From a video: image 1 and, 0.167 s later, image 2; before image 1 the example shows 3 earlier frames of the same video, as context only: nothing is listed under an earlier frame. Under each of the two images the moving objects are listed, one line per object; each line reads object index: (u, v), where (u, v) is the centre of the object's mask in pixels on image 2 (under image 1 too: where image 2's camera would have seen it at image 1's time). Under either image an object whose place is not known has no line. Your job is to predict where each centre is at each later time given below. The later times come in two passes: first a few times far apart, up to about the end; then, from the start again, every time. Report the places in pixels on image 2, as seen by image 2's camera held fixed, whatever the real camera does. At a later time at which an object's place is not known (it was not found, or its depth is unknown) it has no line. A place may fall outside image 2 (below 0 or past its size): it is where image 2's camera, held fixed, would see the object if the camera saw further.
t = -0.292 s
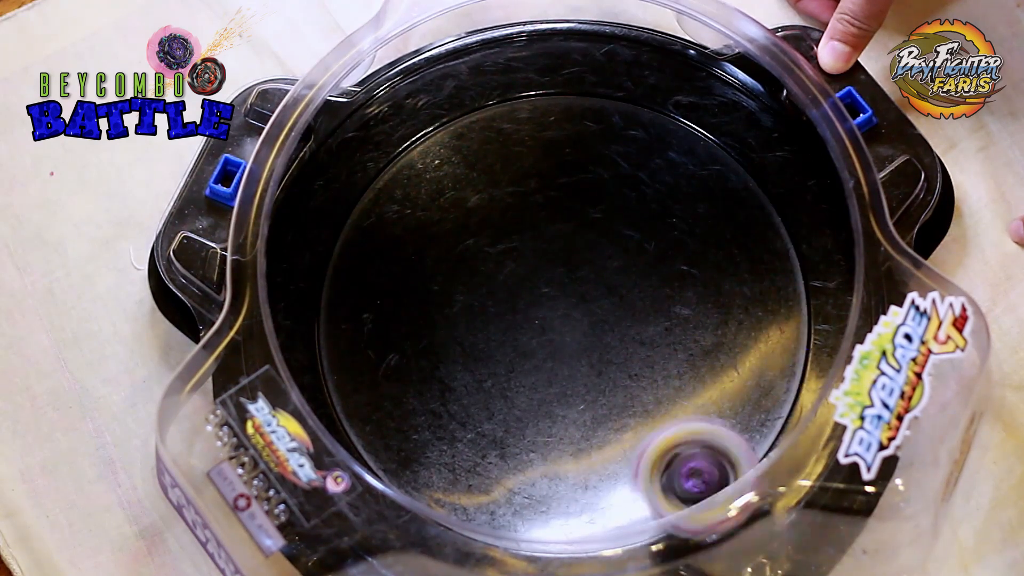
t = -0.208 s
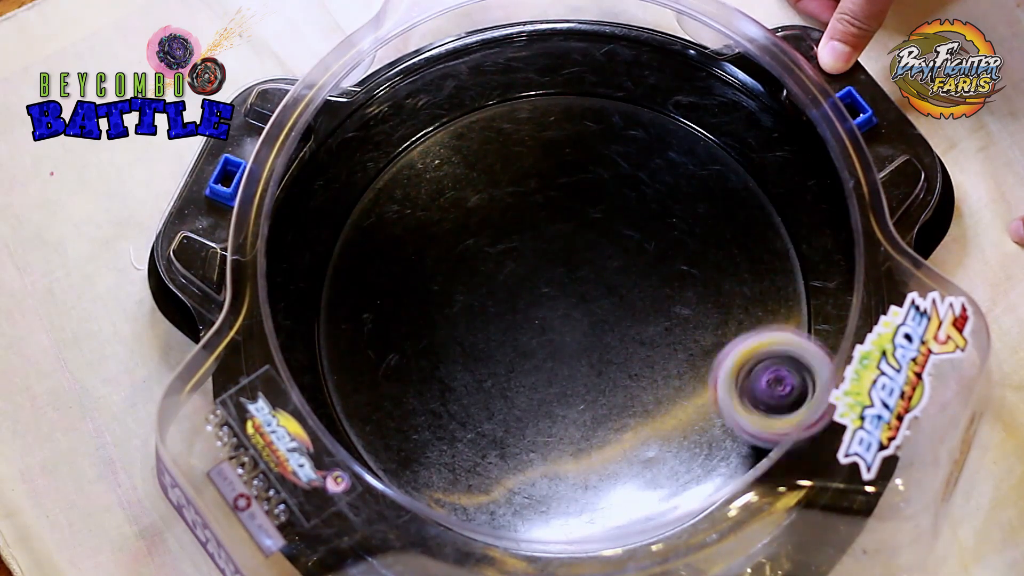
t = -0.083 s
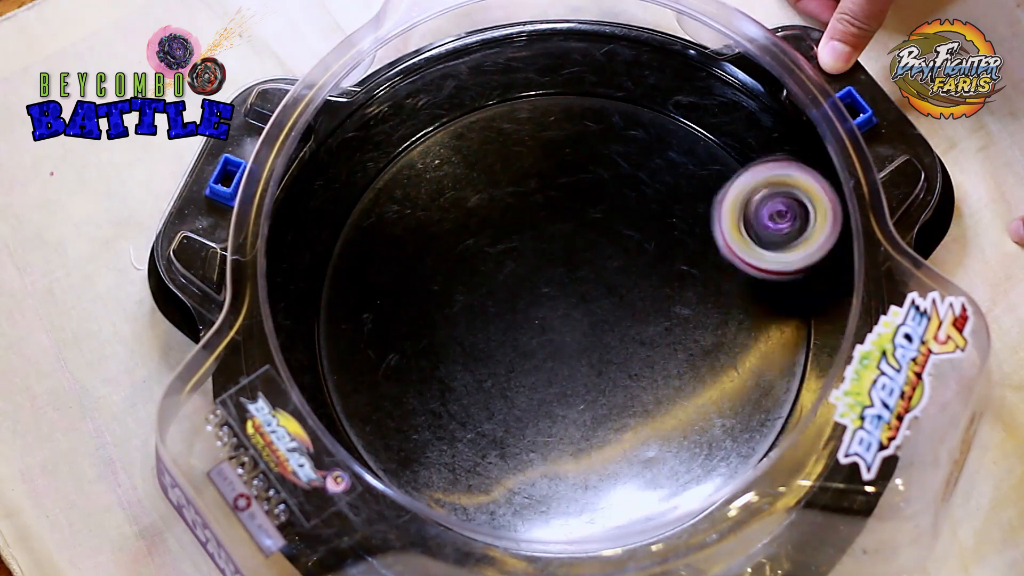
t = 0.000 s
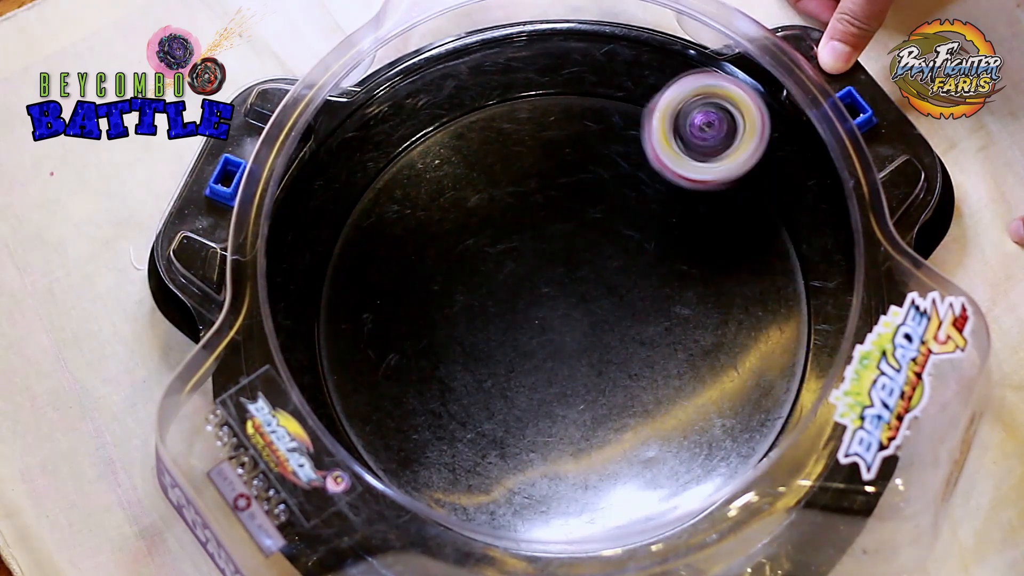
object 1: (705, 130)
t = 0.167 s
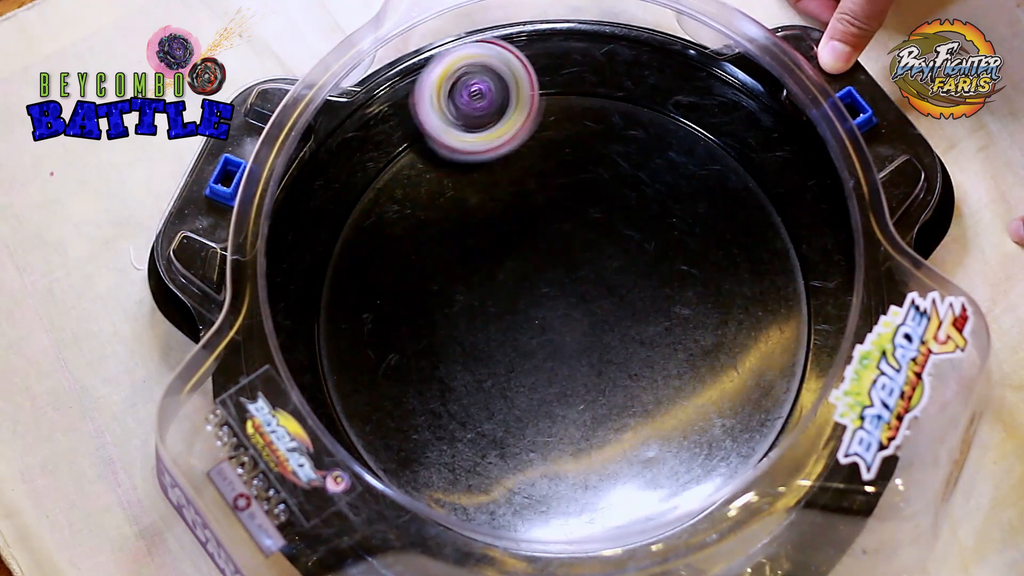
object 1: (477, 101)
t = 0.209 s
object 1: (423, 129)
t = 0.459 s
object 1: (384, 439)
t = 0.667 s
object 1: (662, 496)
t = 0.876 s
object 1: (791, 265)
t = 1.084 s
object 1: (600, 87)
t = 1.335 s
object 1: (335, 260)
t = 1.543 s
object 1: (444, 489)
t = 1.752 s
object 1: (717, 458)
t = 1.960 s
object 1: (775, 215)
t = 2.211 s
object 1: (506, 99)
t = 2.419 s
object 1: (337, 286)
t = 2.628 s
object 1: (458, 488)
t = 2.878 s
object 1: (738, 407)
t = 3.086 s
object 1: (729, 183)
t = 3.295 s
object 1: (504, 125)
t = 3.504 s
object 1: (361, 297)
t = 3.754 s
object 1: (526, 483)
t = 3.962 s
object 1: (720, 408)
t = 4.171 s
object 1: (716, 204)
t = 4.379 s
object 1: (521, 137)
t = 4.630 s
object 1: (379, 321)
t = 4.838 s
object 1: (509, 470)
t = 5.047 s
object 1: (698, 417)
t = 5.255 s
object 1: (731, 244)
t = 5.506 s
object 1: (550, 144)
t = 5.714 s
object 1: (401, 251)
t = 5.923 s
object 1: (445, 426)
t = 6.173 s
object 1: (669, 434)
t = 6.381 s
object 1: (735, 274)
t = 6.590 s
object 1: (617, 153)
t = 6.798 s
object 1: (443, 200)
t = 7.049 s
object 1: (429, 404)
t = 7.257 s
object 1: (603, 459)
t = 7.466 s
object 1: (727, 338)
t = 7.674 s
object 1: (539, 155)
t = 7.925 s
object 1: (533, 458)
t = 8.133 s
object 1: (712, 231)
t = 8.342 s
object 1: (420, 239)
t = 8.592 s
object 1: (677, 417)
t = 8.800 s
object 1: (594, 157)
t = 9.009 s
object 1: (423, 384)
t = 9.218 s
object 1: (716, 352)
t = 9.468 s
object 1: (453, 203)
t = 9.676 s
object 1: (561, 456)
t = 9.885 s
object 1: (688, 215)
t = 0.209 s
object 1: (423, 129)
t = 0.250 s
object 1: (377, 171)
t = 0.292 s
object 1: (346, 222)
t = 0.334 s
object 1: (332, 279)
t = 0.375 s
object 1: (334, 337)
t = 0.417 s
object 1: (353, 391)
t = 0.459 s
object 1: (384, 439)
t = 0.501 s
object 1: (427, 479)
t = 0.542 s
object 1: (481, 506)
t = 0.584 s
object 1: (540, 517)
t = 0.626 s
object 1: (604, 515)
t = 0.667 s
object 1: (662, 496)
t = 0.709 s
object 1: (715, 465)
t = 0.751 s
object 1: (754, 424)
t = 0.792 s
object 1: (778, 371)
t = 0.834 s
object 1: (792, 318)
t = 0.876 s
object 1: (791, 265)
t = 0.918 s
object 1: (774, 212)
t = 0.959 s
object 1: (746, 167)
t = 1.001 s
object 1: (705, 130)
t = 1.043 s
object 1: (655, 101)
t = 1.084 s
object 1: (600, 87)
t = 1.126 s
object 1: (542, 86)
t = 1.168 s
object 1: (485, 98)
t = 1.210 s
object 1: (431, 123)
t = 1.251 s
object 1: (387, 161)
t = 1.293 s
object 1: (353, 208)
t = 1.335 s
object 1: (335, 260)
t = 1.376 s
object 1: (331, 314)
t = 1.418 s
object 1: (342, 366)
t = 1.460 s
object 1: (365, 415)
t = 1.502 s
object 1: (402, 458)
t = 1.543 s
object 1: (444, 489)
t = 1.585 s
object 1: (495, 509)
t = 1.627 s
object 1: (553, 514)
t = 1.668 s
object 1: (609, 508)
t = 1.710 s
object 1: (666, 488)
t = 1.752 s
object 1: (717, 458)
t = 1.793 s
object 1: (752, 417)
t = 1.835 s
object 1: (775, 368)
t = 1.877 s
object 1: (789, 316)
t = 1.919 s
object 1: (788, 265)
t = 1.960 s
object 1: (775, 215)
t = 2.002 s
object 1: (747, 170)
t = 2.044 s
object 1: (711, 134)
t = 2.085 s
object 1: (665, 107)
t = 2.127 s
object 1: (616, 92)
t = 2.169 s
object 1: (562, 90)
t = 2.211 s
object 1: (506, 99)
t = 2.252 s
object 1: (453, 119)
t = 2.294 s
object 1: (408, 151)
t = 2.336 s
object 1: (370, 191)
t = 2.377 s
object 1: (347, 237)
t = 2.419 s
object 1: (337, 286)
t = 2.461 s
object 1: (339, 335)
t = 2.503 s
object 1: (353, 383)
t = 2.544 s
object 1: (381, 424)
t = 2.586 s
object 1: (414, 461)
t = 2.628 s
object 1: (458, 488)
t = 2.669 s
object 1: (509, 501)
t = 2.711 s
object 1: (560, 507)
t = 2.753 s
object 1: (613, 499)
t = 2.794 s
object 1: (660, 479)
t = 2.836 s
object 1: (706, 448)
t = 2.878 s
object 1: (738, 407)
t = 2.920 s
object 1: (763, 365)
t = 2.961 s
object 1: (773, 316)
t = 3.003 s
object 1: (770, 269)
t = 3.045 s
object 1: (755, 222)
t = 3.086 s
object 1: (729, 183)
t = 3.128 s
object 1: (695, 149)
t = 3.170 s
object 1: (652, 128)
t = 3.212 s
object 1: (606, 115)
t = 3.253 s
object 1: (554, 115)
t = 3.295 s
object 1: (504, 125)
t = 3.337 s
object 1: (456, 146)
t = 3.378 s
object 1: (416, 177)
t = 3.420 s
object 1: (388, 212)
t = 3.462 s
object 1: (367, 254)
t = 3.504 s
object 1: (361, 297)
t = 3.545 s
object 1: (363, 341)
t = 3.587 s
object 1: (379, 384)
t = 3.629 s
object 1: (406, 420)
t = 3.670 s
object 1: (441, 451)
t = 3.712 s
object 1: (482, 471)
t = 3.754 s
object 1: (526, 483)
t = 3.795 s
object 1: (574, 484)
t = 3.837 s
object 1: (616, 477)
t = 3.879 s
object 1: (658, 461)
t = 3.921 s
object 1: (690, 439)
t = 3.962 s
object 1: (720, 408)
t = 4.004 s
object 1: (736, 372)
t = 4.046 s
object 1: (747, 330)
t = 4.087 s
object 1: (747, 287)
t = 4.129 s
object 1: (737, 242)
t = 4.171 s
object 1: (716, 204)
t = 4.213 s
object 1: (689, 173)
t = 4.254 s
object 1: (655, 152)
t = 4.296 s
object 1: (614, 137)
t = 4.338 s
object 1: (569, 133)
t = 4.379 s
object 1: (521, 137)
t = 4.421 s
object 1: (478, 154)
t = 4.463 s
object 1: (441, 176)
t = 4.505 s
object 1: (412, 207)
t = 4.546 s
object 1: (392, 241)
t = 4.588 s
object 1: (380, 281)
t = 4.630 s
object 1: (379, 321)
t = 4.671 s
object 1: (387, 362)
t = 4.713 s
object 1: (407, 399)
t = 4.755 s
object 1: (435, 431)
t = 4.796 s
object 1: (470, 454)
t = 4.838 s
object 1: (509, 470)
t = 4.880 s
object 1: (551, 475)
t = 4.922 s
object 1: (593, 473)
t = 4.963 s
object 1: (634, 461)
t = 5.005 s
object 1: (670, 444)
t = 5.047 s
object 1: (698, 417)
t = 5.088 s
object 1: (723, 387)
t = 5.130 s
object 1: (737, 352)
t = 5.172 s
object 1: (743, 315)
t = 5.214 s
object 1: (740, 280)
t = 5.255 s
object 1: (731, 244)
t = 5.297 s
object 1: (715, 213)
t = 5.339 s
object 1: (690, 186)
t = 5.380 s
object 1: (661, 164)
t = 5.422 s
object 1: (626, 150)
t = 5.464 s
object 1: (588, 141)
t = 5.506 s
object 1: (550, 144)
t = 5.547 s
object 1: (512, 150)
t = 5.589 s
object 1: (478, 167)
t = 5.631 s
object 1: (445, 188)
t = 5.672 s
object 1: (421, 217)
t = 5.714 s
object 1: (401, 251)
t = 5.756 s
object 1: (392, 288)
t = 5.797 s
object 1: (390, 327)
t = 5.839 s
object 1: (400, 363)
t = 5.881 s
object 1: (418, 399)
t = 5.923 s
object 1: (445, 426)
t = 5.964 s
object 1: (478, 450)
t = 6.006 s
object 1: (516, 463)
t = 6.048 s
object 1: (558, 467)
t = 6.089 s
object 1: (596, 464)
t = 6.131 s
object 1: (634, 451)
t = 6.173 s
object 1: (669, 434)
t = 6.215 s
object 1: (696, 408)
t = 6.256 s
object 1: (718, 377)
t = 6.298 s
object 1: (730, 345)
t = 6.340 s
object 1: (735, 310)
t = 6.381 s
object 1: (735, 274)
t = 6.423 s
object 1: (723, 241)
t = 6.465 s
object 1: (705, 211)
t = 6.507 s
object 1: (682, 186)
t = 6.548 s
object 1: (651, 166)
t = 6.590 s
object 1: (617, 153)
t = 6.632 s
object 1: (582, 148)
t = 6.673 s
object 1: (543, 150)
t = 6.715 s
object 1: (508, 158)
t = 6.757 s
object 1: (473, 177)
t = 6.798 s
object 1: (443, 200)
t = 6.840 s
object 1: (422, 229)
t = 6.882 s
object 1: (404, 263)
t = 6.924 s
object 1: (397, 298)
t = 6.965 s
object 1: (397, 337)
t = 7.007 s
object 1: (408, 372)
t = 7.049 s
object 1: (429, 404)
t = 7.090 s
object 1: (455, 431)
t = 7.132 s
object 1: (488, 449)
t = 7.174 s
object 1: (526, 463)
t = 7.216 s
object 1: (564, 465)
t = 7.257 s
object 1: (603, 459)
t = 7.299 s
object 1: (641, 449)
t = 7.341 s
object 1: (671, 427)
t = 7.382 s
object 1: (697, 400)
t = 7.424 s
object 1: (717, 372)
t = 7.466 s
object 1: (727, 338)
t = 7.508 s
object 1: (730, 304)
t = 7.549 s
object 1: (715, 238)
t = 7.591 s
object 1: (672, 184)
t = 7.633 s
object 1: (609, 156)
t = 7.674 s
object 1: (539, 155)
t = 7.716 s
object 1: (470, 180)
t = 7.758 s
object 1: (421, 233)
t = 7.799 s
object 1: (400, 302)
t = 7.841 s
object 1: (412, 372)
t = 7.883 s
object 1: (461, 430)
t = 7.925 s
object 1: (533, 458)
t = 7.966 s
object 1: (608, 455)
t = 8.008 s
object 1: (676, 421)
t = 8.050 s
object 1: (716, 364)
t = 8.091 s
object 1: (731, 298)
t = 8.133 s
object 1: (712, 231)
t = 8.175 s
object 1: (668, 182)
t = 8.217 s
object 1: (604, 155)
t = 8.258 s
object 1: (535, 157)
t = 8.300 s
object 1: (468, 184)
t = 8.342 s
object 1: (420, 239)
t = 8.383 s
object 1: (401, 307)
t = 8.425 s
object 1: (418, 380)
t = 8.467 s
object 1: (468, 432)
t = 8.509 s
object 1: (537, 460)
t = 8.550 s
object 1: (614, 453)
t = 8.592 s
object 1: (677, 417)
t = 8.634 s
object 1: (716, 359)
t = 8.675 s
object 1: (727, 293)
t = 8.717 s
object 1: (706, 229)
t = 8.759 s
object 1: (659, 180)
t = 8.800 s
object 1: (594, 157)
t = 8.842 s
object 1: (524, 159)
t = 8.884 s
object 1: (461, 192)
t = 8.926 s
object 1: (416, 246)
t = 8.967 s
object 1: (403, 316)
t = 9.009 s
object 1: (423, 384)
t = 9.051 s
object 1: (476, 433)
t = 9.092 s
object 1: (545, 456)
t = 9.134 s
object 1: (619, 446)
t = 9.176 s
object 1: (681, 410)
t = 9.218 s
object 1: (716, 352)
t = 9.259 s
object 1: (723, 286)
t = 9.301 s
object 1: (702, 225)
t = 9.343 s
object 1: (651, 179)
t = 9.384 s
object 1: (585, 158)
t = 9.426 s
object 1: (516, 166)
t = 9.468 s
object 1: (453, 203)
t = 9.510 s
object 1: (413, 262)
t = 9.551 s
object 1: (408, 331)
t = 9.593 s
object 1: (434, 396)
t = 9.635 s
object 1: (489, 439)
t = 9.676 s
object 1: (561, 456)
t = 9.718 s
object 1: (632, 441)
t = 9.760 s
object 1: (687, 399)
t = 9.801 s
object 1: (717, 337)
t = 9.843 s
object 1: (719, 273)
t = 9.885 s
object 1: (688, 215)
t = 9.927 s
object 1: (636, 175)
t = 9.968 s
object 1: (568, 160)
